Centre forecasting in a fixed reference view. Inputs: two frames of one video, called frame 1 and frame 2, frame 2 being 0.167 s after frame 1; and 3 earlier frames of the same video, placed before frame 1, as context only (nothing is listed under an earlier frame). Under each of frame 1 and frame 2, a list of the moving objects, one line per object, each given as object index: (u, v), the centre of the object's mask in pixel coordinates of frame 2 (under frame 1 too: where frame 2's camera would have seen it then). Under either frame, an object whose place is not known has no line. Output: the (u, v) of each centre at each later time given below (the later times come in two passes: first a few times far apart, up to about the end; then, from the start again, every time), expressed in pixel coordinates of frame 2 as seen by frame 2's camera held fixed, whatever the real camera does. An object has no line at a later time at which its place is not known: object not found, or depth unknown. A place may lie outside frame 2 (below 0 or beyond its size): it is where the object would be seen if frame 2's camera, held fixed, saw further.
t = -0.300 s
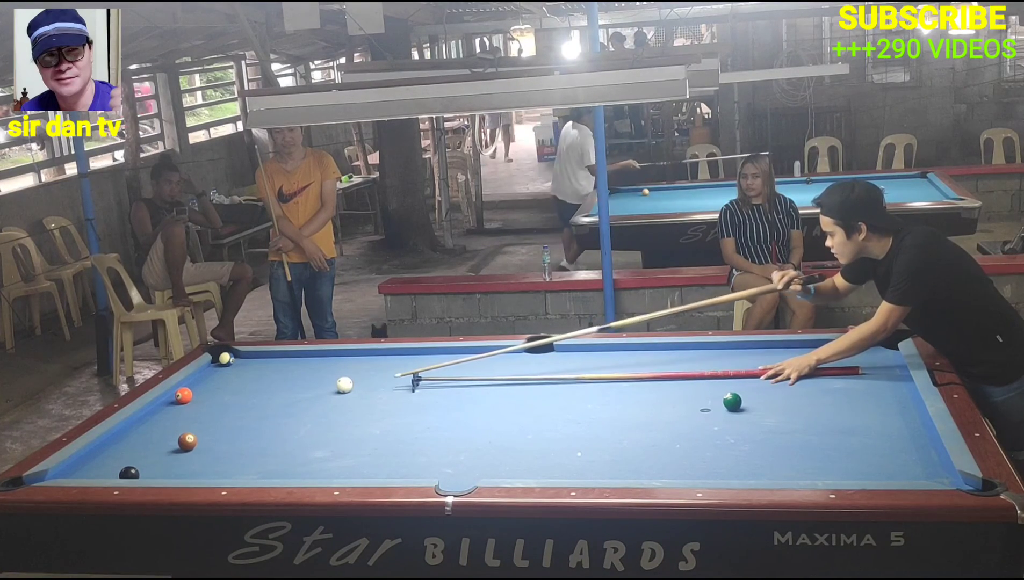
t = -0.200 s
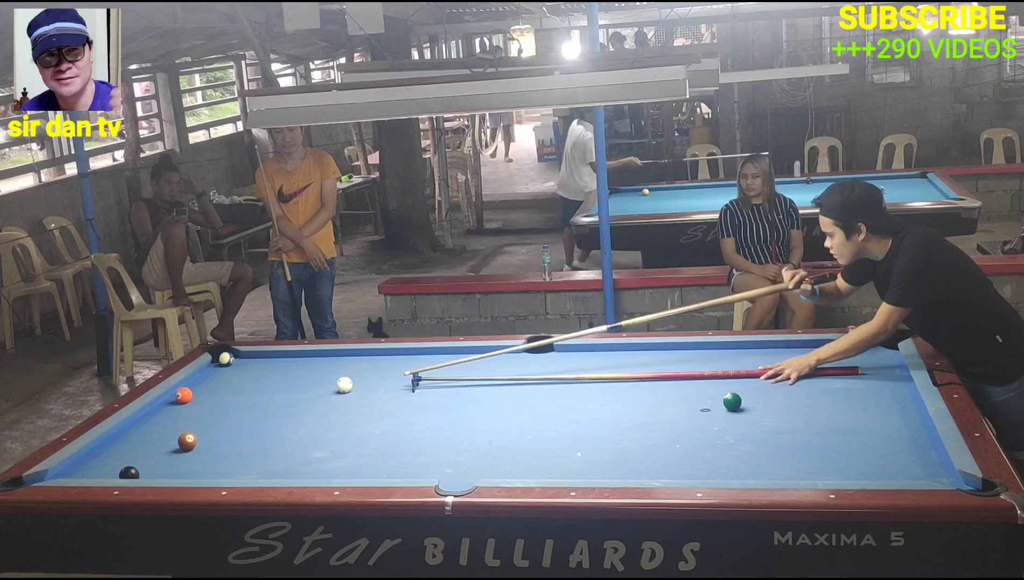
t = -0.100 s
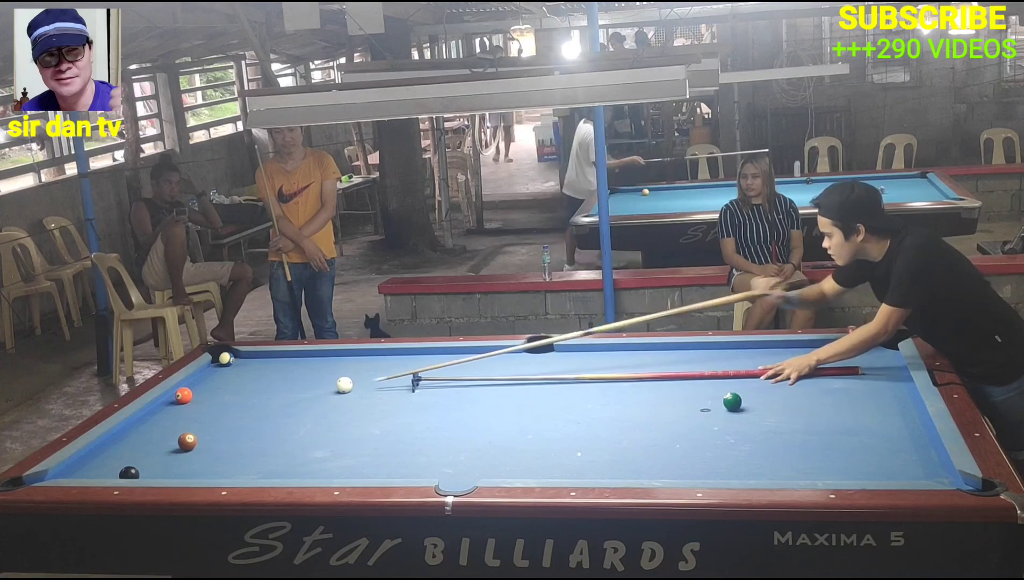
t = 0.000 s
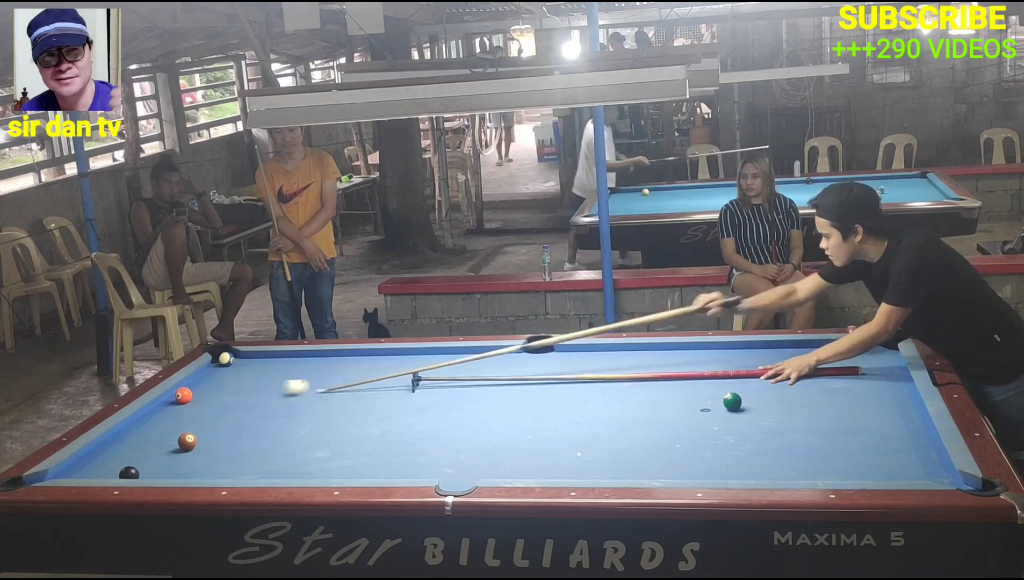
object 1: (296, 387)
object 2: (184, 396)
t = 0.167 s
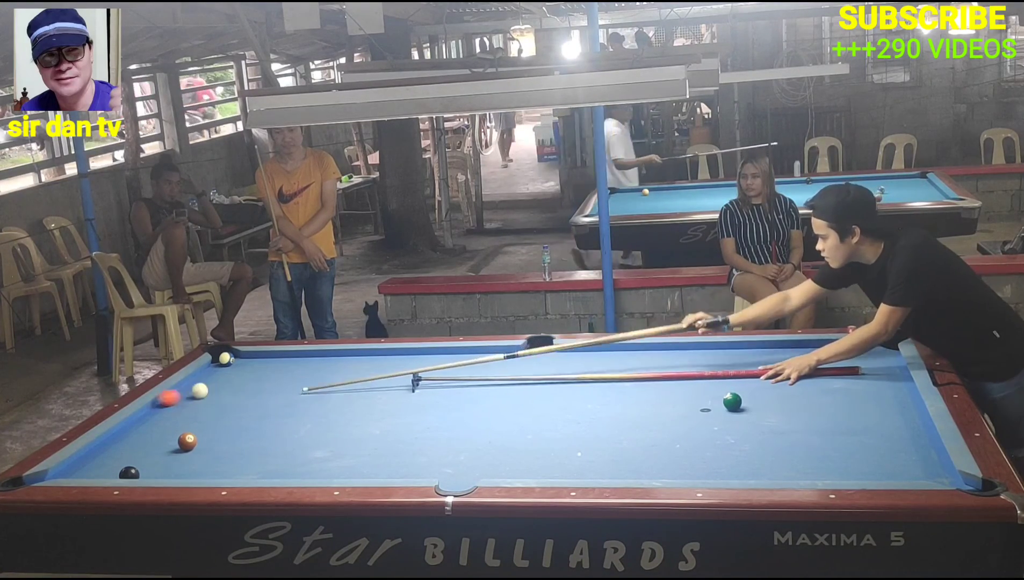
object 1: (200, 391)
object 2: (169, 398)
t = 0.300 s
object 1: (200, 384)
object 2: (179, 404)
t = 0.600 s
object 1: (207, 369)
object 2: (224, 416)
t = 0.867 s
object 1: (225, 362)
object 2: (266, 427)
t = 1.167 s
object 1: (236, 360)
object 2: (315, 440)
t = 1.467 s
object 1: (246, 358)
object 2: (366, 453)
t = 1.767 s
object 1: (254, 356)
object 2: (420, 467)
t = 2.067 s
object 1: (259, 356)
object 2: (473, 479)
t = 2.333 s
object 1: (262, 356)
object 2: (451, 474)
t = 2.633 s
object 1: (264, 356)
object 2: (428, 467)
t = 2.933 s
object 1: (263, 356)
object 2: (408, 461)
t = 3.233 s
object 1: (263, 356)
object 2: (391, 455)
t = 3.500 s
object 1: (263, 356)
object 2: (377, 451)
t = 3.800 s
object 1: (263, 356)
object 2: (364, 446)
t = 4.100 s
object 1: (263, 356)
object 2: (354, 443)
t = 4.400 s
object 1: (263, 356)
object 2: (346, 440)
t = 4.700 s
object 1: (263, 355)
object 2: (338, 438)
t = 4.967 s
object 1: (263, 356)
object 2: (332, 436)
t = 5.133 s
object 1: (263, 355)
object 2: (329, 435)
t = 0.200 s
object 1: (199, 389)
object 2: (164, 401)
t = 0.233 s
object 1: (200, 387)
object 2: (169, 402)
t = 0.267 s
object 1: (200, 385)
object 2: (174, 403)
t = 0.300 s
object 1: (200, 384)
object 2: (179, 404)
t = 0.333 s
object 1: (200, 382)
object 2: (184, 406)
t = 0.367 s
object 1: (201, 380)
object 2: (189, 407)
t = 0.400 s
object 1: (201, 379)
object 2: (194, 408)
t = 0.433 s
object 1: (201, 377)
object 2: (199, 409)
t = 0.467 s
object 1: (201, 376)
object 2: (204, 411)
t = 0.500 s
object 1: (202, 374)
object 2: (209, 412)
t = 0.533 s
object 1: (202, 373)
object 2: (214, 414)
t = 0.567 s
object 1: (203, 371)
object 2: (219, 415)
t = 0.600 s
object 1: (207, 369)
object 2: (224, 416)
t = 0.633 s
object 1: (210, 368)
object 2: (229, 418)
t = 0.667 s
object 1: (213, 366)
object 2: (234, 419)
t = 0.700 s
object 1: (217, 365)
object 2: (239, 420)
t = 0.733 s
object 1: (219, 364)
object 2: (245, 422)
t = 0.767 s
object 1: (221, 364)
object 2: (250, 423)
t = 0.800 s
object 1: (222, 363)
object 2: (255, 424)
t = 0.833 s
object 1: (223, 363)
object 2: (261, 426)
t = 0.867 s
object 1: (225, 362)
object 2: (266, 427)
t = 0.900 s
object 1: (226, 362)
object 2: (271, 429)
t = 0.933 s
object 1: (228, 362)
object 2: (277, 430)
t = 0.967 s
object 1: (229, 362)
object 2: (282, 432)
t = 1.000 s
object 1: (230, 361)
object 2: (288, 433)
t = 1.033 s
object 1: (232, 361)
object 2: (293, 434)
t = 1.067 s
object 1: (233, 361)
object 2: (298, 435)
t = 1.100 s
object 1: (234, 360)
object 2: (304, 437)
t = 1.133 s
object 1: (235, 360)
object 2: (309, 439)
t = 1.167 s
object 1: (236, 360)
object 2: (315, 440)
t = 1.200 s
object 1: (238, 359)
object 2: (321, 441)
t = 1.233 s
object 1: (239, 359)
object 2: (326, 443)
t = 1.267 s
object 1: (240, 359)
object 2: (332, 444)
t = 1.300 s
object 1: (241, 359)
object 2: (338, 446)
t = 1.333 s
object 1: (242, 358)
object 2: (343, 447)
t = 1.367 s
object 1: (243, 358)
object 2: (349, 449)
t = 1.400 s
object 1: (244, 358)
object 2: (355, 450)
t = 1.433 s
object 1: (245, 358)
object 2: (361, 452)
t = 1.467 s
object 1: (246, 358)
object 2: (366, 453)
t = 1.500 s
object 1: (247, 357)
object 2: (372, 455)
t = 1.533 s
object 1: (248, 357)
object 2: (378, 457)
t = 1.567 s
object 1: (249, 357)
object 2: (384, 458)
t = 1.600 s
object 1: (250, 357)
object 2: (390, 460)
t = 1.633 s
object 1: (251, 357)
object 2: (396, 461)
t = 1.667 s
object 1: (251, 357)
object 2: (402, 463)
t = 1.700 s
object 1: (252, 356)
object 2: (408, 464)
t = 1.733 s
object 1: (253, 356)
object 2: (414, 466)
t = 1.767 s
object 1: (254, 356)
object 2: (420, 467)
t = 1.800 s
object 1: (254, 356)
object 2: (426, 469)
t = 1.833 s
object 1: (255, 356)
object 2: (432, 470)
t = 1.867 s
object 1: (256, 356)
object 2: (439, 471)
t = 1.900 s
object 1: (256, 356)
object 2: (445, 474)
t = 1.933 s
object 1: (257, 356)
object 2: (451, 475)
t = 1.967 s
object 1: (257, 356)
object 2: (457, 477)
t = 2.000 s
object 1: (258, 356)
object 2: (463, 478)
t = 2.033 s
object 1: (258, 356)
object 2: (469, 479)
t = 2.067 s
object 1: (259, 356)
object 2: (473, 479)
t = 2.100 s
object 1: (259, 356)
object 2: (470, 479)
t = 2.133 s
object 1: (260, 356)
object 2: (468, 479)
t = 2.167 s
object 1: (260, 356)
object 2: (465, 479)
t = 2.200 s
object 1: (261, 356)
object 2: (462, 478)
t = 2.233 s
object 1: (261, 356)
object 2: (459, 478)
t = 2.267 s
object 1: (261, 356)
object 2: (456, 477)
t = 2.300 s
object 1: (262, 356)
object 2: (454, 475)
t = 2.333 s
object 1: (262, 356)
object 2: (451, 474)
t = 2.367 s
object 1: (262, 356)
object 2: (448, 474)
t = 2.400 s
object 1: (263, 356)
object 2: (445, 473)
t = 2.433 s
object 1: (263, 356)
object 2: (443, 472)
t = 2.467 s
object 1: (263, 356)
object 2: (440, 471)
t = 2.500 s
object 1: (263, 356)
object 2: (437, 470)
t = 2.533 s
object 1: (263, 356)
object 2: (435, 469)
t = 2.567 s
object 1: (264, 356)
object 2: (432, 468)
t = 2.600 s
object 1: (264, 356)
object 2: (430, 468)
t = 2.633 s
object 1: (264, 356)
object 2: (428, 467)
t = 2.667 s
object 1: (264, 356)
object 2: (425, 467)
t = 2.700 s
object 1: (264, 356)
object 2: (423, 466)
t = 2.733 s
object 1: (264, 356)
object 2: (421, 465)
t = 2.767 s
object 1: (263, 356)
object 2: (419, 464)
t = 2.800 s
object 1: (263, 356)
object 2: (416, 464)
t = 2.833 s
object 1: (263, 356)
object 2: (414, 463)
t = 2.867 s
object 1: (263, 356)
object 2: (412, 462)
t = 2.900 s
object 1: (263, 356)
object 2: (410, 462)
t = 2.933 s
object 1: (263, 356)
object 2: (408, 461)
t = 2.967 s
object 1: (263, 356)
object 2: (406, 460)
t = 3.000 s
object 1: (263, 356)
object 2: (404, 459)
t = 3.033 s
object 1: (263, 356)
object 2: (402, 459)
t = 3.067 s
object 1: (263, 356)
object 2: (400, 458)
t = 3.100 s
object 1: (263, 356)
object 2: (398, 458)
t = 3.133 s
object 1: (263, 356)
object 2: (396, 457)
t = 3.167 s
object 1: (263, 356)
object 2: (394, 456)
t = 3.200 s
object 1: (263, 356)
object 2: (392, 456)
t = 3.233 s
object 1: (263, 356)
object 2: (391, 455)
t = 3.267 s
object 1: (263, 356)
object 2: (389, 455)
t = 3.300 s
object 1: (263, 355)
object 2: (387, 454)
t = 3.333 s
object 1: (263, 356)
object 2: (385, 453)
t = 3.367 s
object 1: (263, 355)
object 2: (384, 453)
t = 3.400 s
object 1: (263, 356)
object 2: (382, 452)
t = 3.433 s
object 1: (263, 356)
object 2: (380, 452)
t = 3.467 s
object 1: (263, 355)
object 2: (379, 451)
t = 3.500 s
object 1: (263, 356)
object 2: (377, 451)
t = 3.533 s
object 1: (263, 355)
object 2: (376, 450)
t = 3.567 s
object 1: (263, 356)
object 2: (374, 449)
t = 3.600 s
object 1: (263, 355)
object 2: (372, 449)
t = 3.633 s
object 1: (263, 356)
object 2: (371, 449)
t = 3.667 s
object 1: (263, 356)
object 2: (370, 448)
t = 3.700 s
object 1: (263, 356)
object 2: (368, 448)
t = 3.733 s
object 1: (263, 356)
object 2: (367, 447)
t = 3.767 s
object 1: (263, 355)
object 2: (366, 447)
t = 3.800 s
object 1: (263, 356)
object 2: (364, 446)
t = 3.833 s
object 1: (263, 356)
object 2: (363, 446)
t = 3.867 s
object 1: (263, 356)
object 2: (362, 446)
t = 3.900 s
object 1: (263, 355)
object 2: (360, 445)
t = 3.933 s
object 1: (263, 355)
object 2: (359, 445)
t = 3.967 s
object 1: (263, 356)
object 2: (358, 444)
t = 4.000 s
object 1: (263, 356)
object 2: (357, 444)
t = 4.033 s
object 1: (263, 356)
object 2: (356, 443)
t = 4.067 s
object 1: (263, 356)
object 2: (355, 443)
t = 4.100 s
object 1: (263, 356)
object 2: (354, 443)
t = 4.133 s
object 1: (263, 356)
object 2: (353, 442)
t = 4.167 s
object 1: (263, 356)
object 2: (352, 442)
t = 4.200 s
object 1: (263, 355)
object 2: (351, 442)
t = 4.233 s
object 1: (263, 356)
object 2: (350, 442)
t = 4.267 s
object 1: (263, 356)
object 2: (349, 441)
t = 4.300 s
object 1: (263, 356)
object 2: (348, 441)
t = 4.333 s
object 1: (263, 355)
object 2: (347, 440)
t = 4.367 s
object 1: (263, 355)
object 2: (346, 440)
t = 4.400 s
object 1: (263, 356)
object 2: (346, 440)
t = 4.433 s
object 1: (263, 355)
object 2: (345, 439)
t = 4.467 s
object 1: (263, 356)
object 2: (344, 439)
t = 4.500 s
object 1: (263, 356)
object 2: (343, 439)
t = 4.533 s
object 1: (263, 356)
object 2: (342, 438)
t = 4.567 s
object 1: (263, 356)
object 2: (342, 438)
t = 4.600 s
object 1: (263, 355)
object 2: (341, 438)
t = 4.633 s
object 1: (263, 356)
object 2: (340, 438)
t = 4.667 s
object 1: (263, 356)
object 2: (339, 438)
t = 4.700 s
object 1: (263, 355)
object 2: (338, 438)
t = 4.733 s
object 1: (263, 356)
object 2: (338, 437)
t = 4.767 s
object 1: (263, 355)
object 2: (337, 437)
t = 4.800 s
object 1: (263, 355)
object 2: (336, 437)
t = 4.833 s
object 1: (263, 356)
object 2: (335, 437)
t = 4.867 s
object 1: (263, 356)
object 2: (335, 436)
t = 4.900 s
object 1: (263, 355)
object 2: (334, 436)
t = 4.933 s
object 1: (263, 356)
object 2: (333, 436)
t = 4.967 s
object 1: (263, 356)
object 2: (332, 436)
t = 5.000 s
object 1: (263, 356)
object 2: (332, 435)
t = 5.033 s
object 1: (263, 355)
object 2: (331, 435)
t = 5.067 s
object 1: (263, 356)
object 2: (330, 435)
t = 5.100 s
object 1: (263, 356)
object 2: (330, 435)
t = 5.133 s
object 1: (263, 355)
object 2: (329, 435)
